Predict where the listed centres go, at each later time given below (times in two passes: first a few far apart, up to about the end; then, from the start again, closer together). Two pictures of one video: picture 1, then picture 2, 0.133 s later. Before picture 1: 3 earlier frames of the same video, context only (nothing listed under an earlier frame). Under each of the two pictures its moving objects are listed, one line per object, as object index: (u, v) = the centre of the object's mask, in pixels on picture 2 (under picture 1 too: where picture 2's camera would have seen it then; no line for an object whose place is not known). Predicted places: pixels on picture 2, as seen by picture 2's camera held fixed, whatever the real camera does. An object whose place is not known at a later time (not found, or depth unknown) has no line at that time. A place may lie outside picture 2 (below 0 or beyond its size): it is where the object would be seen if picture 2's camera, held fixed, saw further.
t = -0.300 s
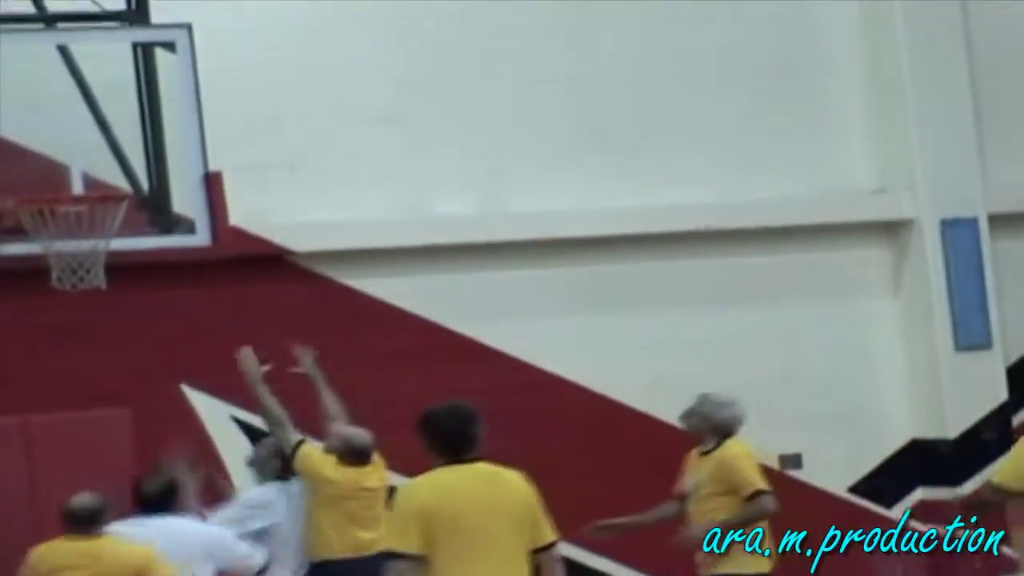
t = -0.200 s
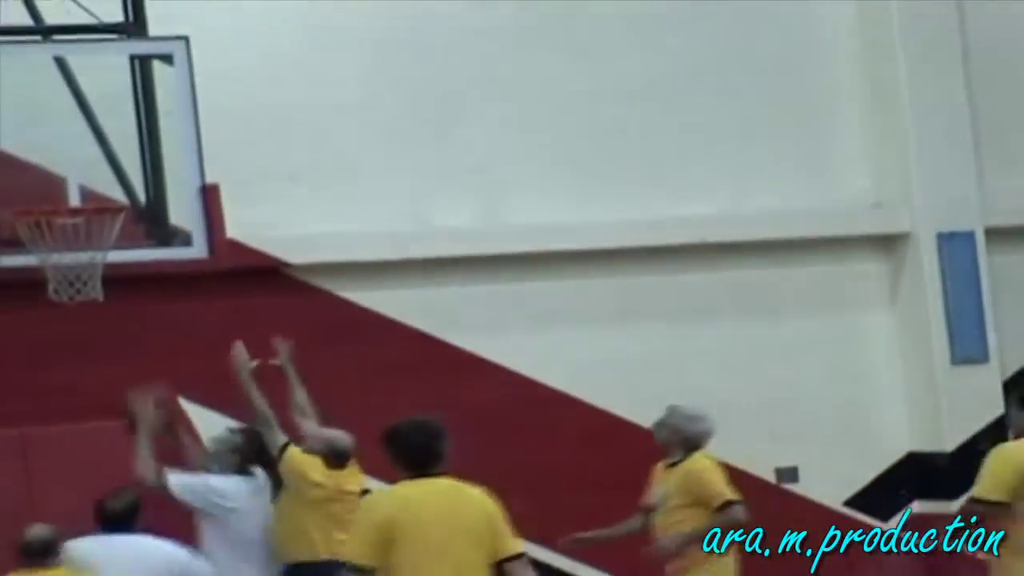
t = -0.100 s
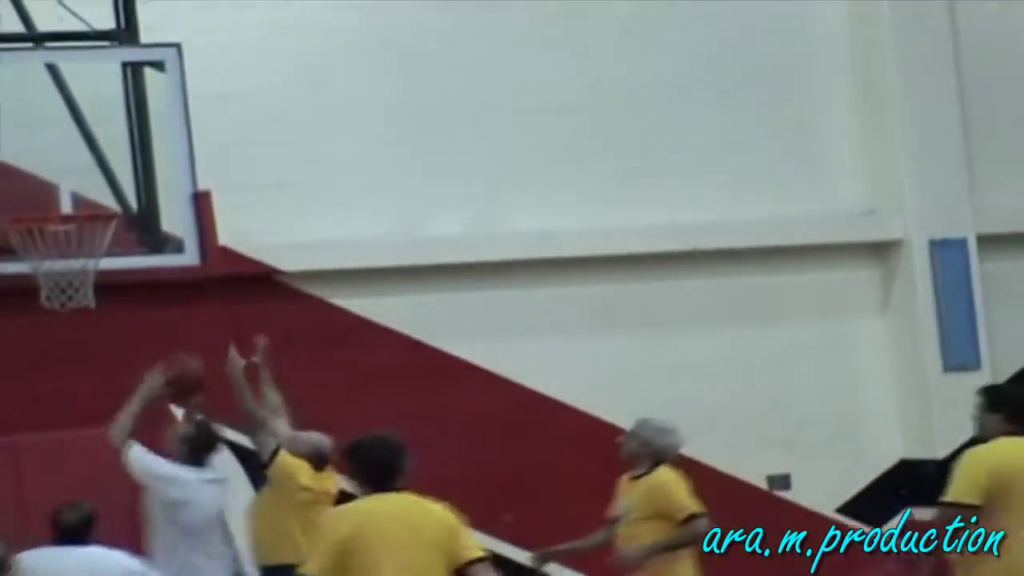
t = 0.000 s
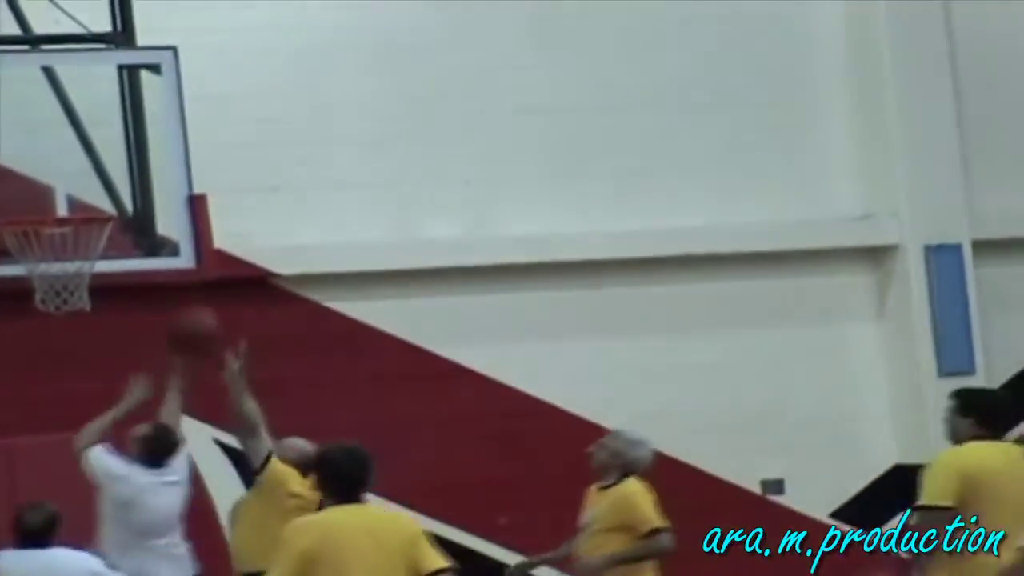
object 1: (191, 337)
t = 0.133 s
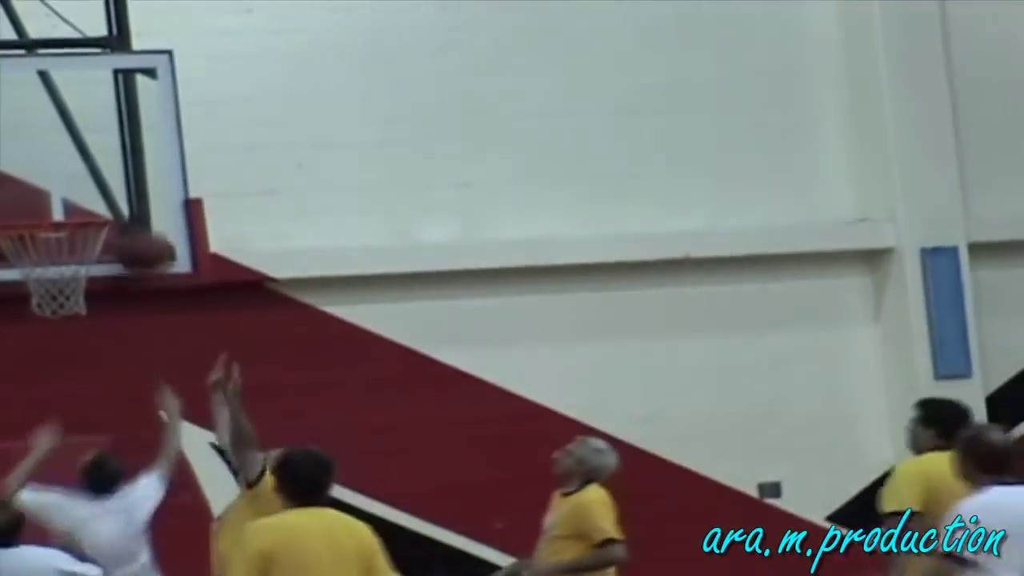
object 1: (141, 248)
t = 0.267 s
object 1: (101, 198)
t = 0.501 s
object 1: (67, 201)
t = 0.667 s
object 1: (105, 214)
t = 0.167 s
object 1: (135, 238)
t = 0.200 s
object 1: (128, 221)
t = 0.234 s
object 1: (114, 208)
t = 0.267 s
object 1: (101, 198)
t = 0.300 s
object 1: (89, 192)
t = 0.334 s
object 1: (83, 187)
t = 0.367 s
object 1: (79, 186)
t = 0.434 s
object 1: (73, 190)
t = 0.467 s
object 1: (70, 194)
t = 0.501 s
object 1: (67, 201)
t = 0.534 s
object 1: (70, 203)
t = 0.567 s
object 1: (73, 203)
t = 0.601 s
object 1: (82, 204)
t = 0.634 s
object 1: (91, 206)
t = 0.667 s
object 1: (105, 214)
